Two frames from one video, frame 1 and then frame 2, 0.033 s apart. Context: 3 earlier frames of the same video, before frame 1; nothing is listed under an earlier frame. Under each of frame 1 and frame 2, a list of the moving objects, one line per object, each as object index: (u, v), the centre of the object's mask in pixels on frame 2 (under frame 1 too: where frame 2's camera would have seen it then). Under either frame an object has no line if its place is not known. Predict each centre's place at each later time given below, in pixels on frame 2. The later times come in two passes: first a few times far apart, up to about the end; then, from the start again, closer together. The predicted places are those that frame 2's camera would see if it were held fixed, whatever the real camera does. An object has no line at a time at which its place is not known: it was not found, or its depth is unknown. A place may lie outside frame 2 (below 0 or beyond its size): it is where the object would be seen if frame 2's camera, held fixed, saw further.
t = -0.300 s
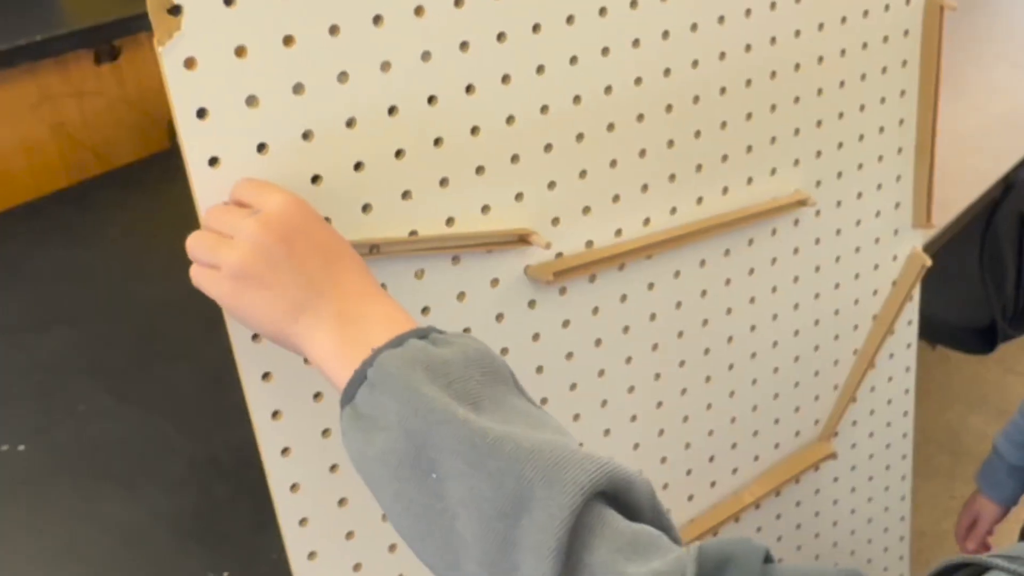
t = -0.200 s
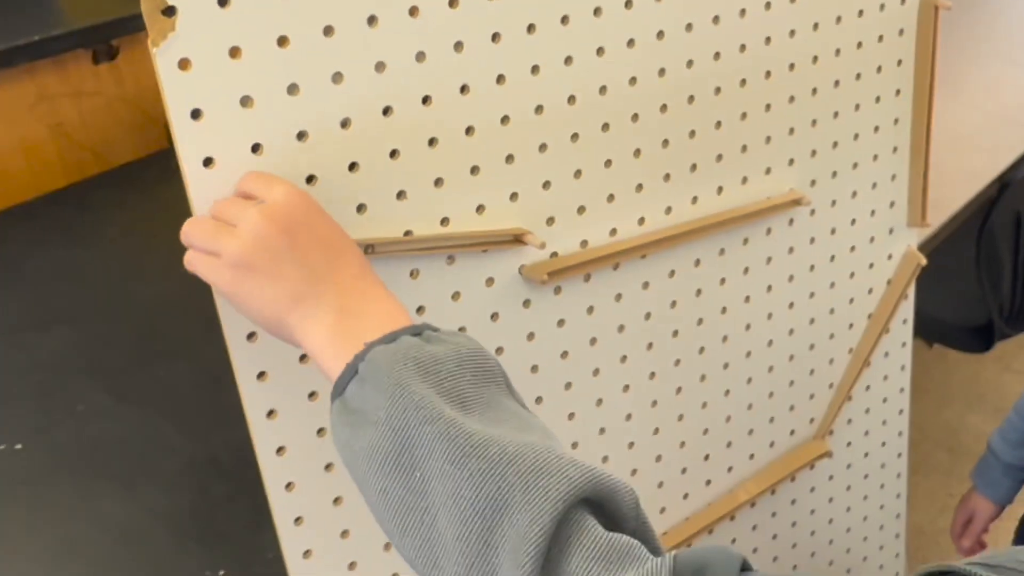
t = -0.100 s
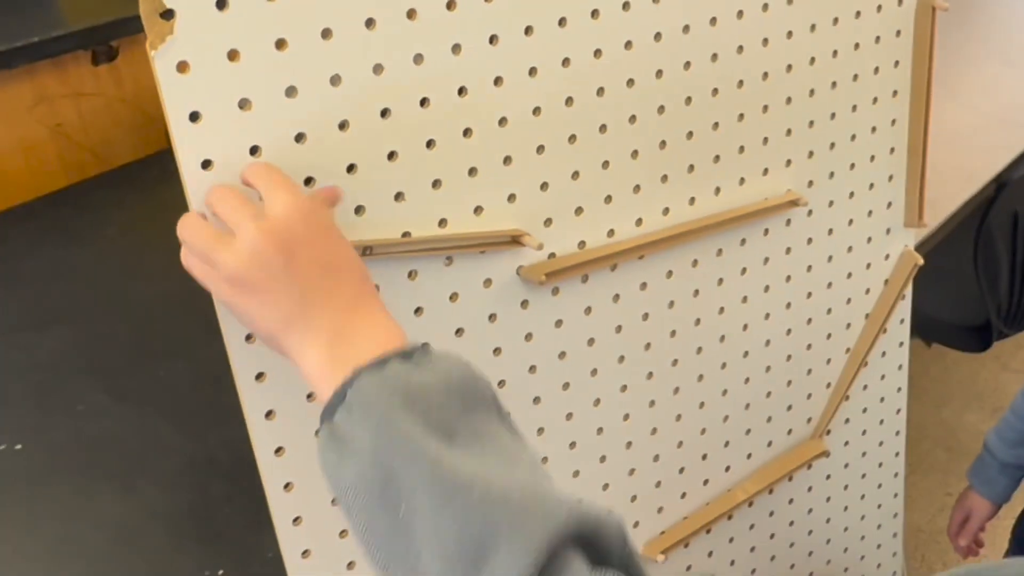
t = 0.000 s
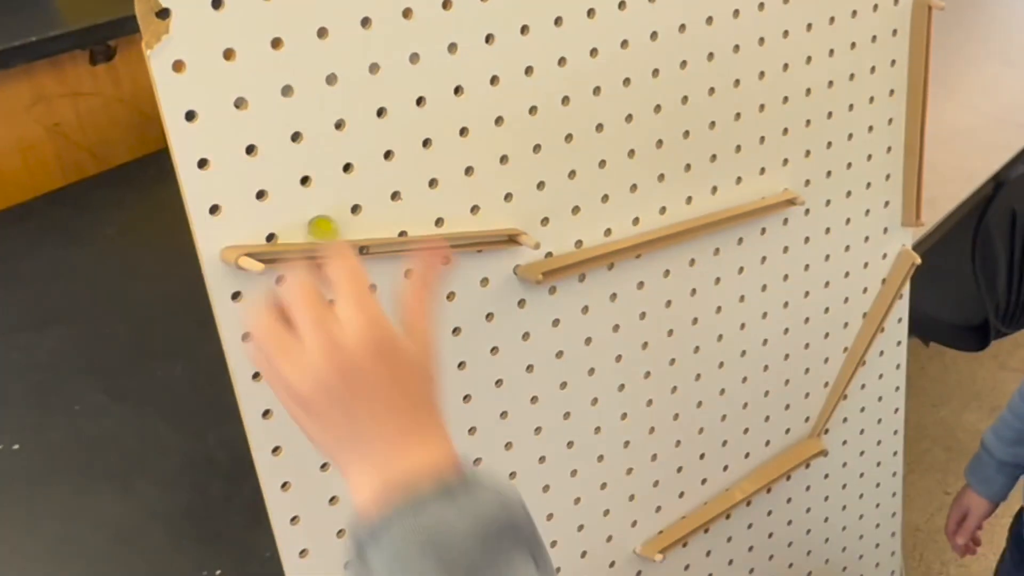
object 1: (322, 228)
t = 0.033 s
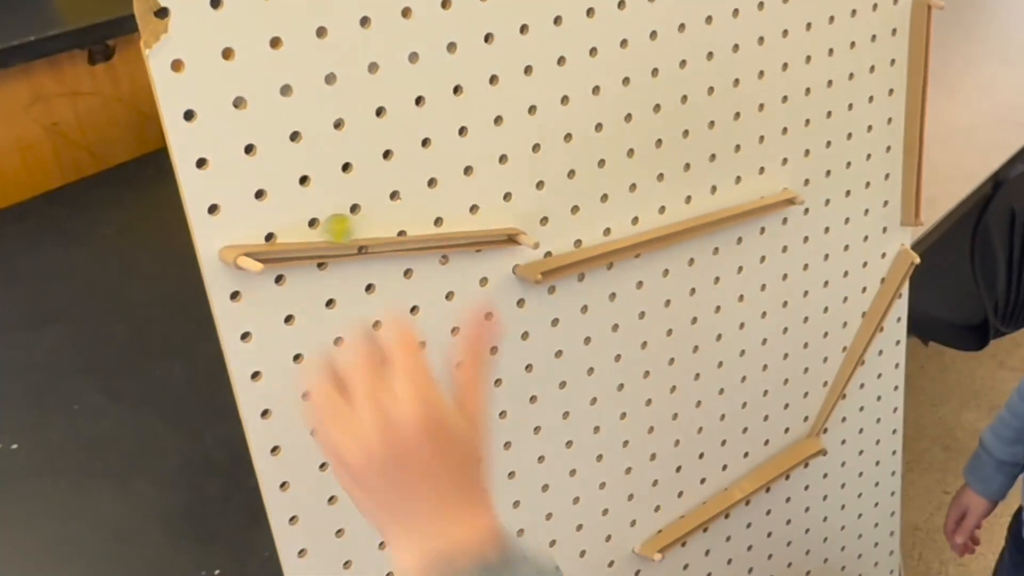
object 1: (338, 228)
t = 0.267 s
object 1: (499, 217)
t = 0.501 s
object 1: (681, 211)
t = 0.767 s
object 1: (841, 194)
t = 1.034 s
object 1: (755, 456)
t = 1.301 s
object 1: (607, 548)
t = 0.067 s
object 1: (358, 227)
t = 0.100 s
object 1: (378, 226)
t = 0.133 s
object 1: (400, 224)
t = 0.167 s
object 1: (422, 222)
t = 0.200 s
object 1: (447, 221)
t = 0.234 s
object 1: (473, 219)
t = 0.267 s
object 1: (499, 217)
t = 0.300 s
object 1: (526, 217)
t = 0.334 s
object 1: (555, 227)
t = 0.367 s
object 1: (582, 242)
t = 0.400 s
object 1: (608, 218)
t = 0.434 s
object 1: (634, 207)
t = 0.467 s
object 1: (659, 211)
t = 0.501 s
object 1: (681, 211)
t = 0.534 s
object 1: (705, 197)
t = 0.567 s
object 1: (726, 196)
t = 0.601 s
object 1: (747, 192)
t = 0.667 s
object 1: (786, 181)
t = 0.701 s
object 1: (804, 174)
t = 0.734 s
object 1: (824, 178)
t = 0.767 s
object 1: (841, 194)
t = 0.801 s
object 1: (858, 221)
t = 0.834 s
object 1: (872, 257)
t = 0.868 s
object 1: (884, 292)
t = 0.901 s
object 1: (859, 306)
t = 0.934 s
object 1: (833, 327)
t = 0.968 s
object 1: (805, 361)
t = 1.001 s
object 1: (781, 402)
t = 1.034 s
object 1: (755, 456)
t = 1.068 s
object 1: (731, 487)
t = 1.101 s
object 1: (712, 481)
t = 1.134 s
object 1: (695, 484)
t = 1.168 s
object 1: (677, 500)
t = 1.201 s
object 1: (661, 523)
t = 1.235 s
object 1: (643, 533)
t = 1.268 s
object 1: (624, 535)
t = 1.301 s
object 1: (607, 548)
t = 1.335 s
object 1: (591, 573)
